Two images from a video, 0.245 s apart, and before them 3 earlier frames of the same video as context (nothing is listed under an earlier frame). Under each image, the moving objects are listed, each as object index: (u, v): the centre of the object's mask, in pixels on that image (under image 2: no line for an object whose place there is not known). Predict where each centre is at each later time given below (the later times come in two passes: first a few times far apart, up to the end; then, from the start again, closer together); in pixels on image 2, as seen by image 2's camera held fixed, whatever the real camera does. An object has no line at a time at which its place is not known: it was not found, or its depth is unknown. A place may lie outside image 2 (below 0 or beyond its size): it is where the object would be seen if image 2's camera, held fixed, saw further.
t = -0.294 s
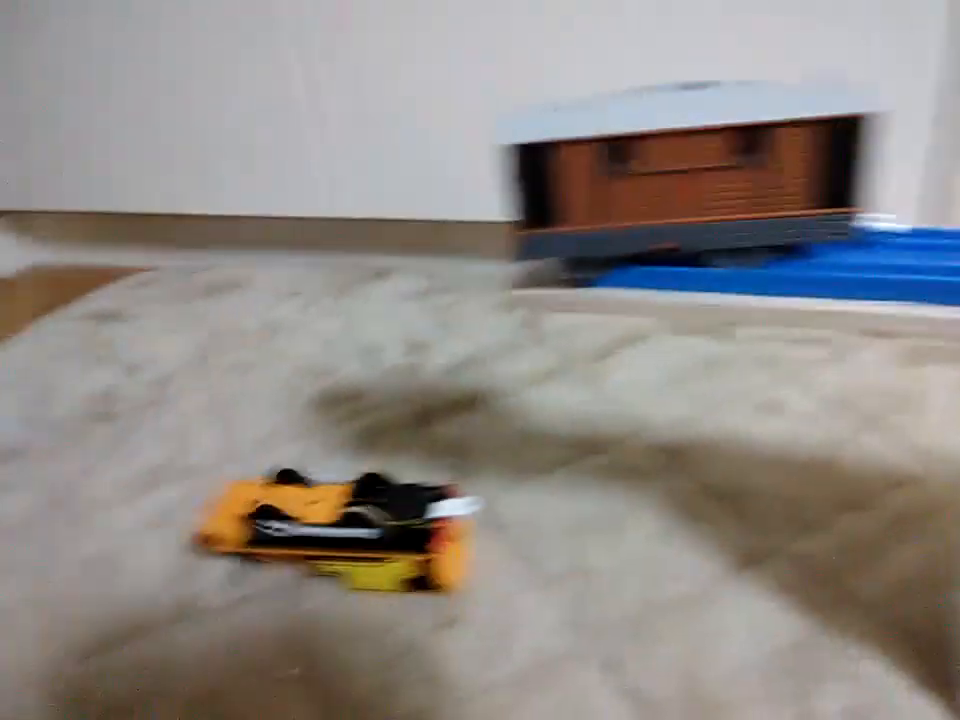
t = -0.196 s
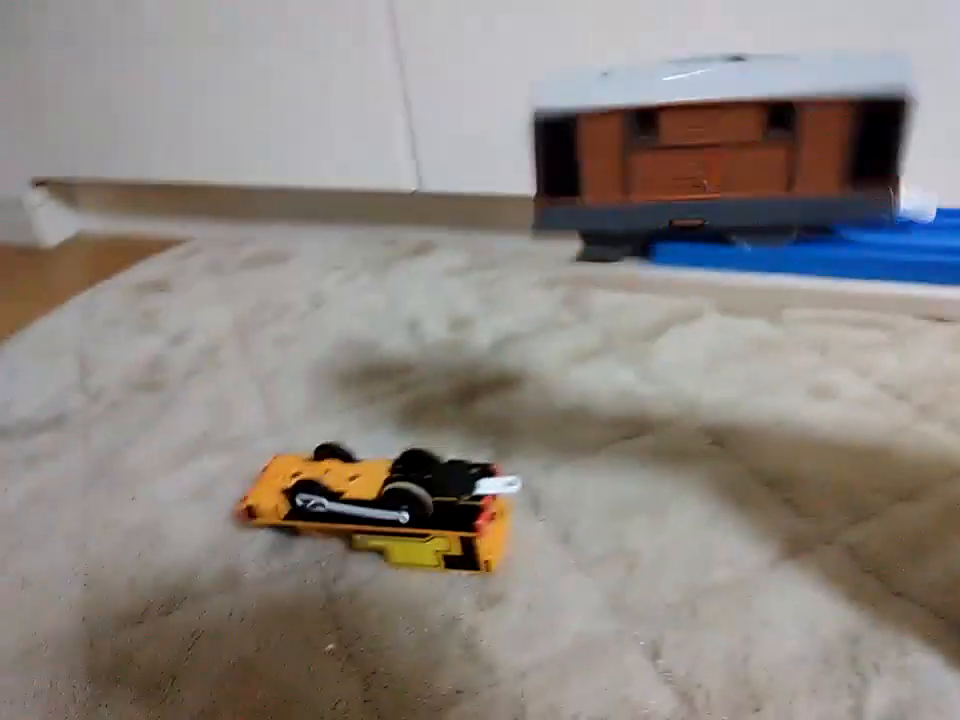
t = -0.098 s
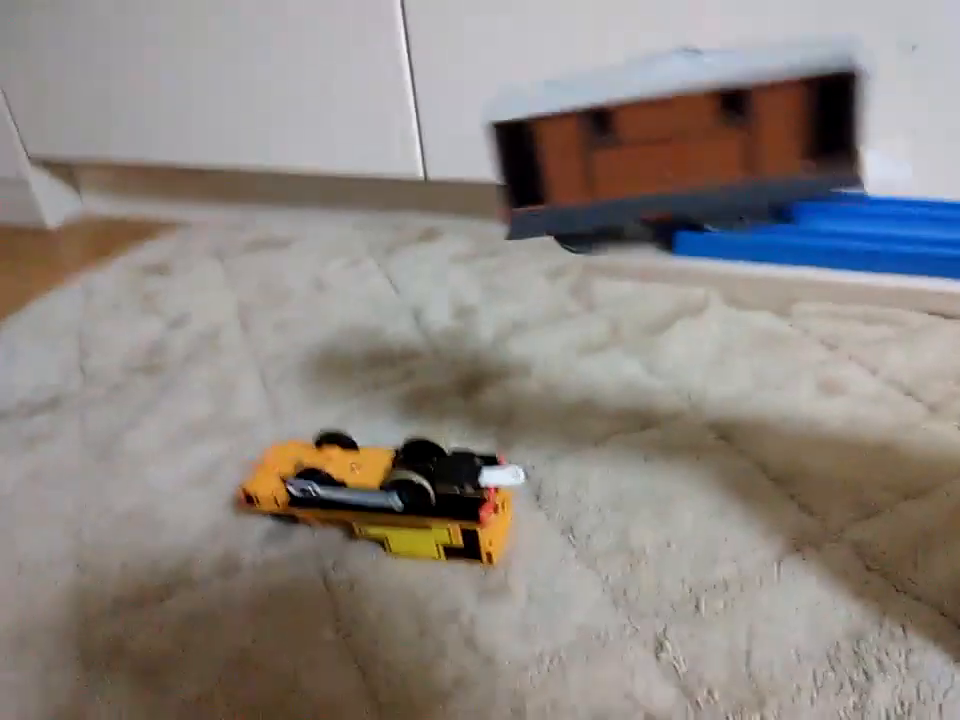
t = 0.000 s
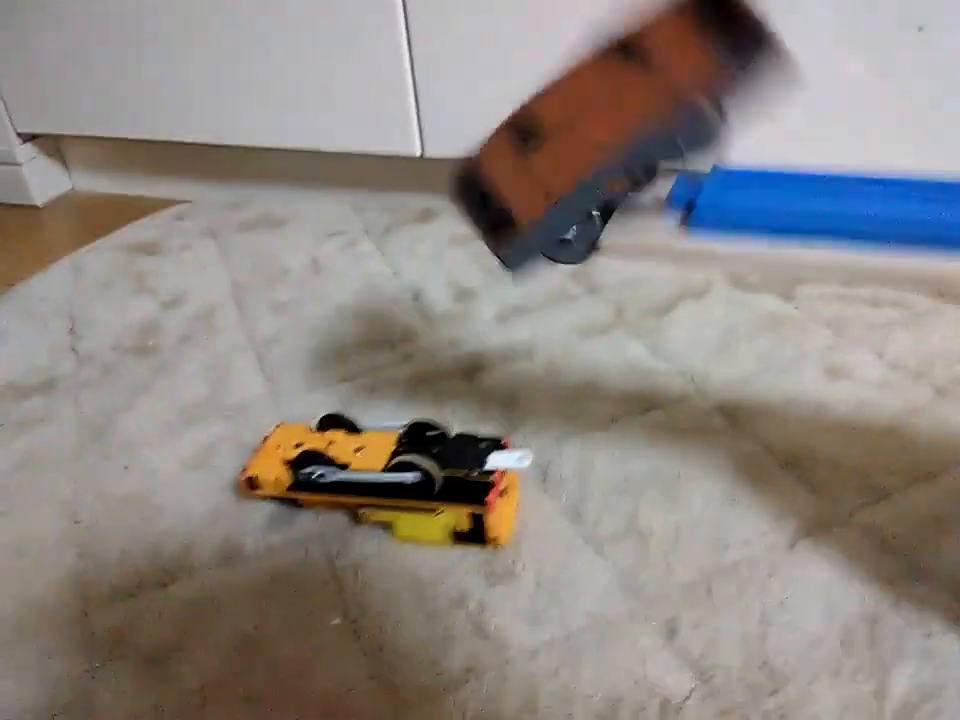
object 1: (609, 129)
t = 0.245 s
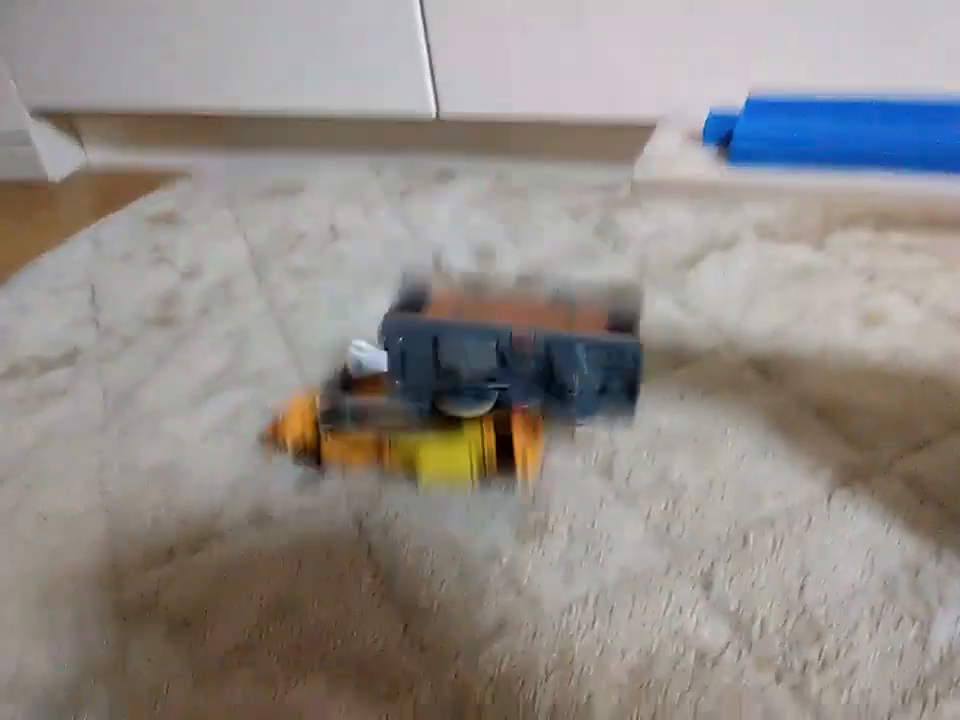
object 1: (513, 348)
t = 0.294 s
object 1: (534, 360)
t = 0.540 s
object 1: (546, 457)
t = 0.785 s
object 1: (545, 458)
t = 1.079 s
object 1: (545, 458)
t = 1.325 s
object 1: (545, 458)
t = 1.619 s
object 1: (545, 459)
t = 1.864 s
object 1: (544, 459)
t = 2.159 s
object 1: (545, 459)
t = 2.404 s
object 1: (543, 459)
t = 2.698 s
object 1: (543, 459)
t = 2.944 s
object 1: (543, 459)
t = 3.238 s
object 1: (542, 459)
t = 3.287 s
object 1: (542, 460)
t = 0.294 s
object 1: (534, 360)
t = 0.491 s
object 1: (546, 460)
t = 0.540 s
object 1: (546, 457)
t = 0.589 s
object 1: (546, 458)
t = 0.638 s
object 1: (545, 459)
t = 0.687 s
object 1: (544, 459)
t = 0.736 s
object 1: (544, 459)
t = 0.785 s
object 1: (545, 458)
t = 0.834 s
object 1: (544, 459)
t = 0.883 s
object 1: (545, 458)
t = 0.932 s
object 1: (545, 459)
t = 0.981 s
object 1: (544, 459)
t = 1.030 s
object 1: (545, 458)
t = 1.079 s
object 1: (545, 458)
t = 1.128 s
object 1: (544, 458)
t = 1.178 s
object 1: (545, 458)
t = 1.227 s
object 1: (544, 458)
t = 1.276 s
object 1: (544, 458)
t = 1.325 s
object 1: (545, 458)
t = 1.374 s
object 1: (545, 458)
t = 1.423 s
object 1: (545, 458)
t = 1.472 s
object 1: (544, 458)
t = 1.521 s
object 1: (545, 458)
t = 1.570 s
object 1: (542, 459)
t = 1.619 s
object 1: (545, 459)
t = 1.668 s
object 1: (543, 459)
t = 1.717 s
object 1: (543, 459)
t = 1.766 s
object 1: (543, 459)
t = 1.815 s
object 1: (545, 458)
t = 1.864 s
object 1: (544, 459)
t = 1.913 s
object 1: (542, 459)
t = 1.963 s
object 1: (542, 459)
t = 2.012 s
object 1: (543, 459)
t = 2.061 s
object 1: (545, 458)
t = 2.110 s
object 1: (545, 459)
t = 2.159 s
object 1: (545, 459)
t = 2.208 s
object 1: (542, 459)
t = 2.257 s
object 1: (544, 459)
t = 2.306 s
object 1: (543, 460)
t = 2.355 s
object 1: (545, 459)
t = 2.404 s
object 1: (543, 459)
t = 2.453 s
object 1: (543, 459)
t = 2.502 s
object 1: (543, 459)
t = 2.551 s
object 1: (543, 459)
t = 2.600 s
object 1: (543, 459)
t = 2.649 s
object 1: (545, 458)
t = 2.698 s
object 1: (543, 459)
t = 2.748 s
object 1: (543, 459)
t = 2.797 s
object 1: (543, 459)
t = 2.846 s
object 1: (544, 460)
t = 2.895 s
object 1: (543, 459)
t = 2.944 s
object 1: (543, 459)
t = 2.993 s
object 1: (542, 460)
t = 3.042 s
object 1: (543, 459)
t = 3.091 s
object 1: (543, 459)
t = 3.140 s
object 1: (543, 459)
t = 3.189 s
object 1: (543, 459)
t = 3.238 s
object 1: (542, 459)
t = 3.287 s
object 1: (542, 460)
